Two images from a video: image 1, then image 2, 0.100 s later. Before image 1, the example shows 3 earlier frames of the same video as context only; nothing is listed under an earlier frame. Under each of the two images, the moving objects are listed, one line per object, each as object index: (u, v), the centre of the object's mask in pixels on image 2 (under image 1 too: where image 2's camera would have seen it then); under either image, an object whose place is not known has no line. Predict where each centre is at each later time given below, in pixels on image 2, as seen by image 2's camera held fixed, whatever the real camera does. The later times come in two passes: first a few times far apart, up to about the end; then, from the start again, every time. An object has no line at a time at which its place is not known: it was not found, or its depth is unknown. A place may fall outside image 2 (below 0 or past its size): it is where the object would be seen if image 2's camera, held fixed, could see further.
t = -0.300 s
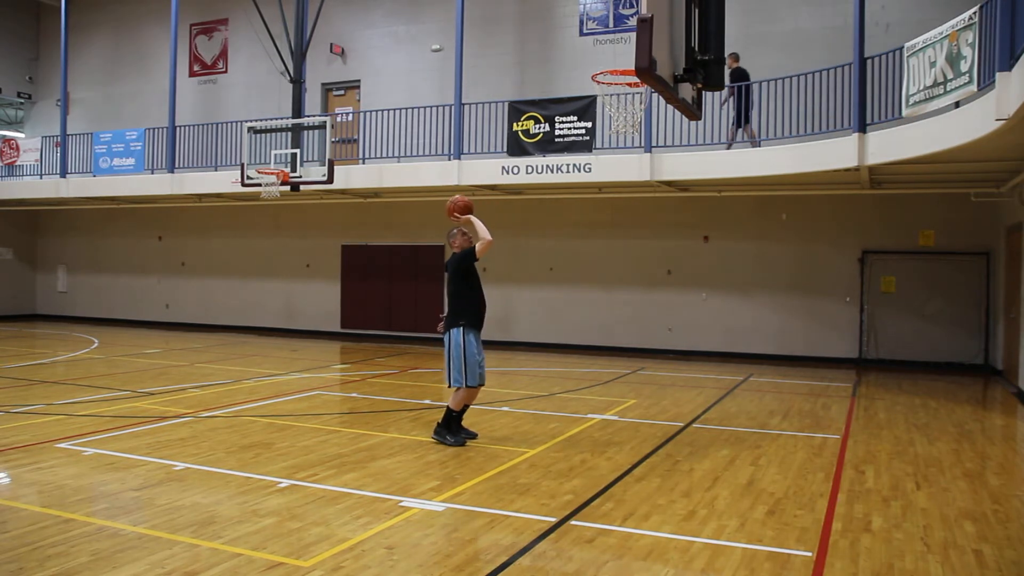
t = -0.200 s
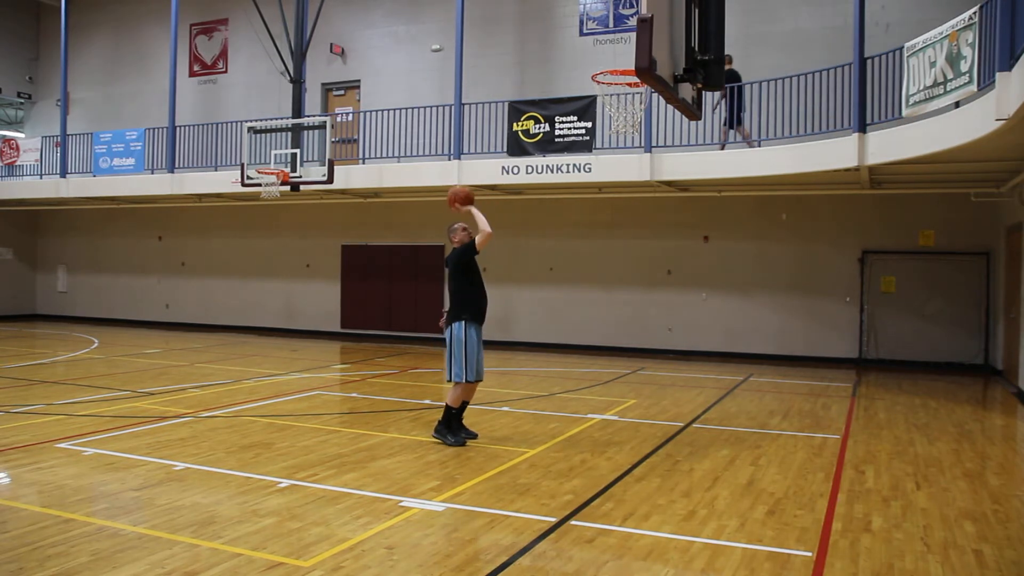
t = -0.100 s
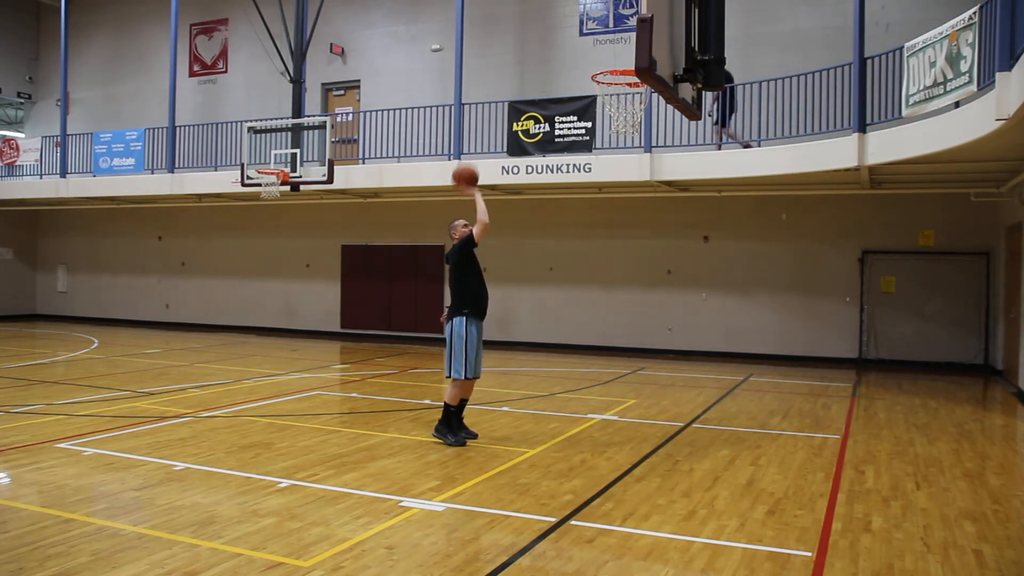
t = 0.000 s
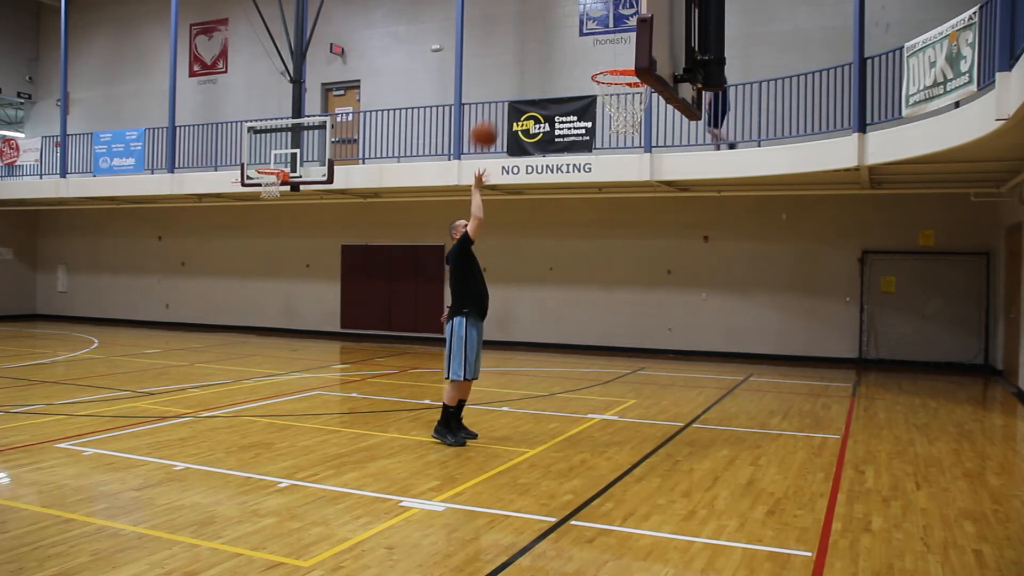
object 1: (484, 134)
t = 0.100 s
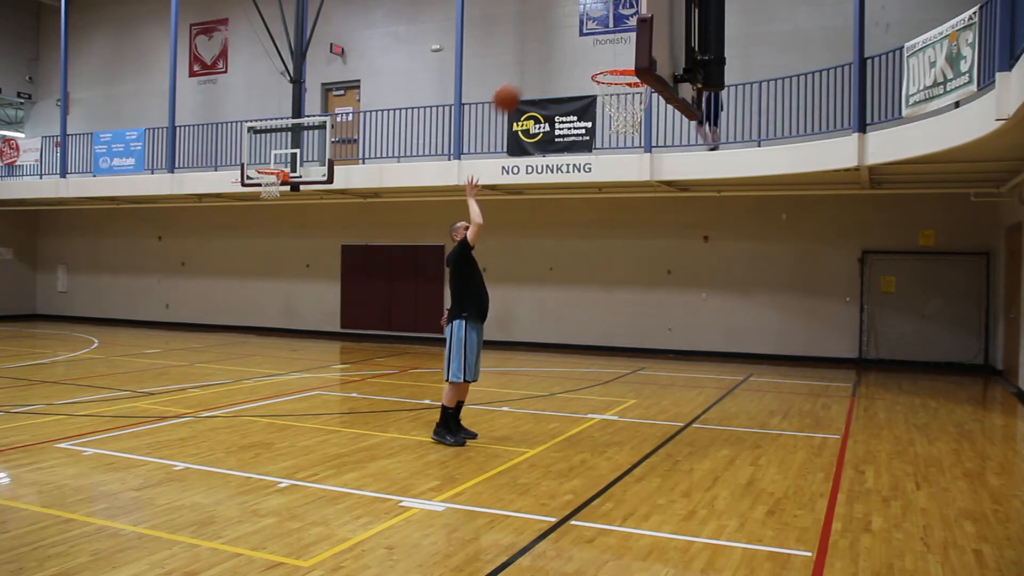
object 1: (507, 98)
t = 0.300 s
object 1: (553, 58)
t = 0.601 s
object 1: (626, 86)
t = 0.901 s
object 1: (650, 138)
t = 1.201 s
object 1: (655, 281)
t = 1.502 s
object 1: (650, 399)
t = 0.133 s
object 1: (514, 88)
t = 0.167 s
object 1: (522, 79)
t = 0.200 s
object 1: (530, 72)
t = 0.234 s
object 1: (537, 66)
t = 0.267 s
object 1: (545, 61)
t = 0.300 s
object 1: (553, 58)
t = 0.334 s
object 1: (560, 55)
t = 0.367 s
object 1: (568, 54)
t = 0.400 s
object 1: (576, 54)
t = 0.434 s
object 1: (584, 56)
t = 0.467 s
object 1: (592, 58)
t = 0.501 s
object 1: (600, 60)
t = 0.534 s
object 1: (608, 65)
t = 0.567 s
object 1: (617, 76)
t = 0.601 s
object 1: (626, 86)
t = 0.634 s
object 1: (634, 93)
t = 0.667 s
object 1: (642, 102)
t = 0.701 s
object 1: (646, 108)
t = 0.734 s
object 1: (648, 109)
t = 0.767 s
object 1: (649, 112)
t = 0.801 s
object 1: (649, 118)
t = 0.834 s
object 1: (649, 123)
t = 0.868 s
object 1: (650, 130)
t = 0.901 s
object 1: (650, 138)
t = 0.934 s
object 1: (651, 147)
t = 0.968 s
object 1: (652, 160)
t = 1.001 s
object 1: (652, 173)
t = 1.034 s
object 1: (653, 188)
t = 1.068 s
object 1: (653, 203)
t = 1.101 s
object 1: (654, 220)
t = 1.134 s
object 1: (654, 239)
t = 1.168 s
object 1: (654, 259)
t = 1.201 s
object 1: (655, 281)
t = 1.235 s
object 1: (655, 304)
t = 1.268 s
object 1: (656, 329)
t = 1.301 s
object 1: (656, 354)
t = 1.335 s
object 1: (656, 384)
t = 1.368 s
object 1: (658, 408)
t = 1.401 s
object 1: (658, 446)
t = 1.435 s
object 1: (656, 442)
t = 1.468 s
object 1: (652, 417)
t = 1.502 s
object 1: (650, 399)
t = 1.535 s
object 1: (647, 381)
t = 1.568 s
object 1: (643, 362)
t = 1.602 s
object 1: (641, 348)
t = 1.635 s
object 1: (638, 332)
